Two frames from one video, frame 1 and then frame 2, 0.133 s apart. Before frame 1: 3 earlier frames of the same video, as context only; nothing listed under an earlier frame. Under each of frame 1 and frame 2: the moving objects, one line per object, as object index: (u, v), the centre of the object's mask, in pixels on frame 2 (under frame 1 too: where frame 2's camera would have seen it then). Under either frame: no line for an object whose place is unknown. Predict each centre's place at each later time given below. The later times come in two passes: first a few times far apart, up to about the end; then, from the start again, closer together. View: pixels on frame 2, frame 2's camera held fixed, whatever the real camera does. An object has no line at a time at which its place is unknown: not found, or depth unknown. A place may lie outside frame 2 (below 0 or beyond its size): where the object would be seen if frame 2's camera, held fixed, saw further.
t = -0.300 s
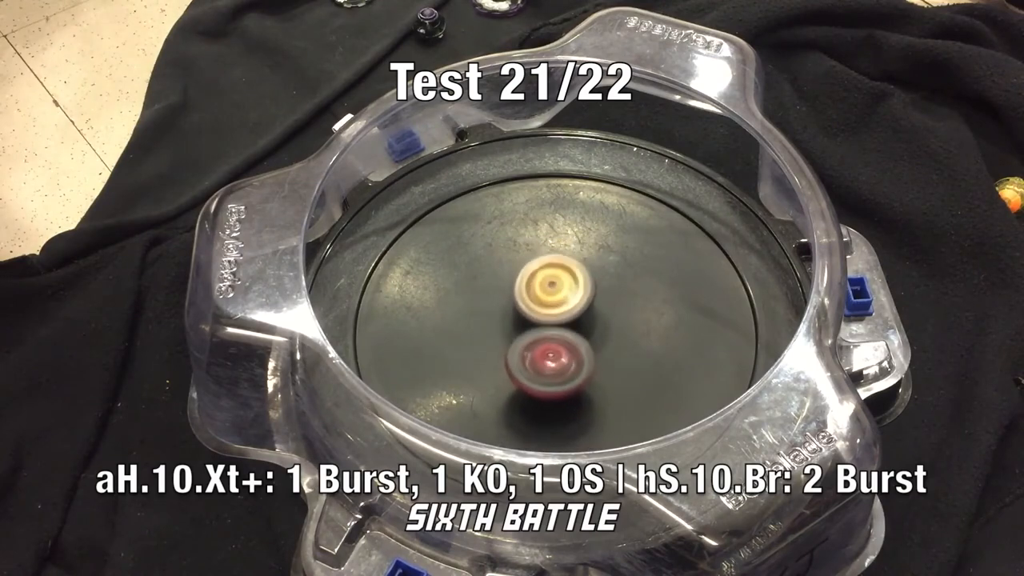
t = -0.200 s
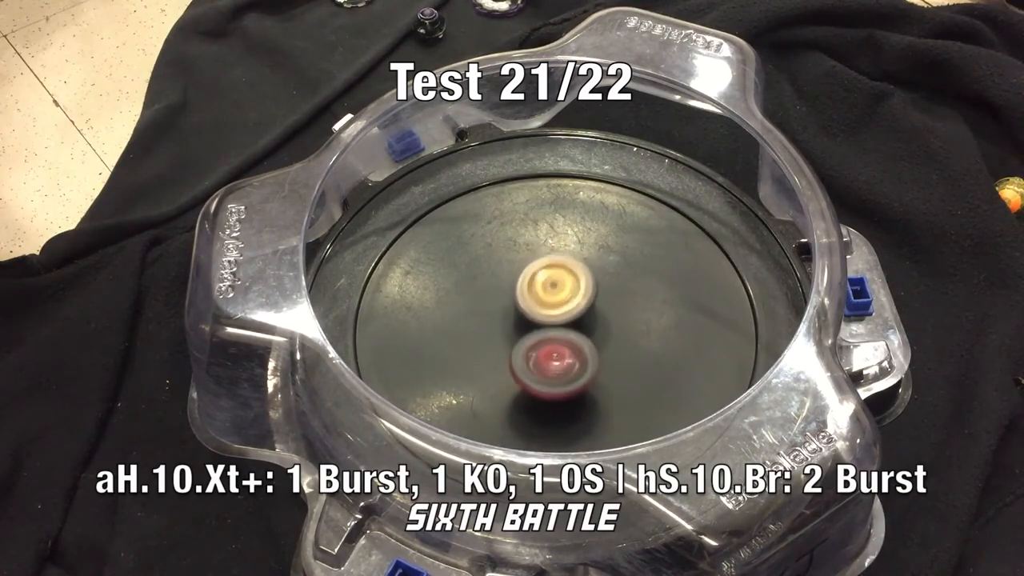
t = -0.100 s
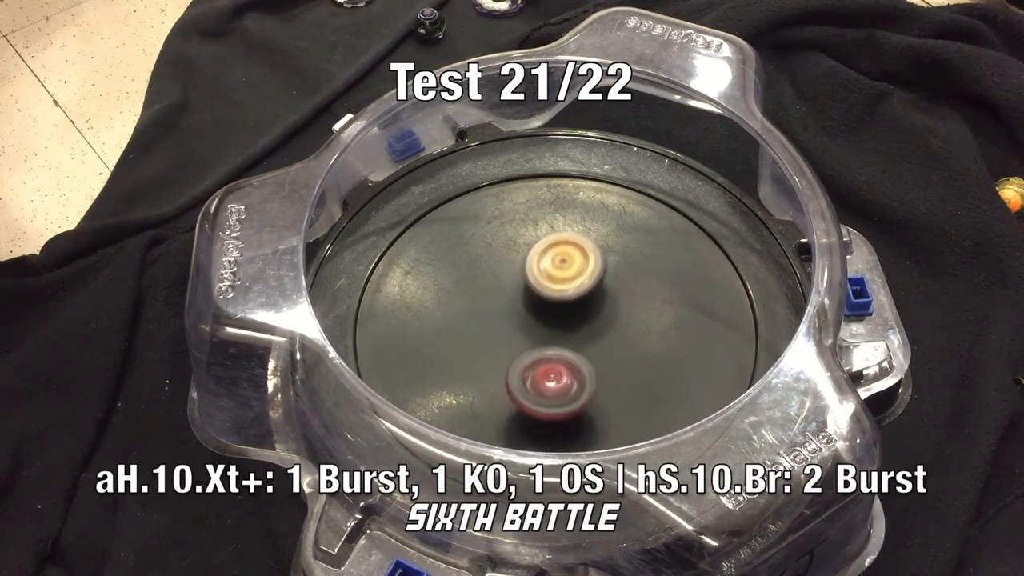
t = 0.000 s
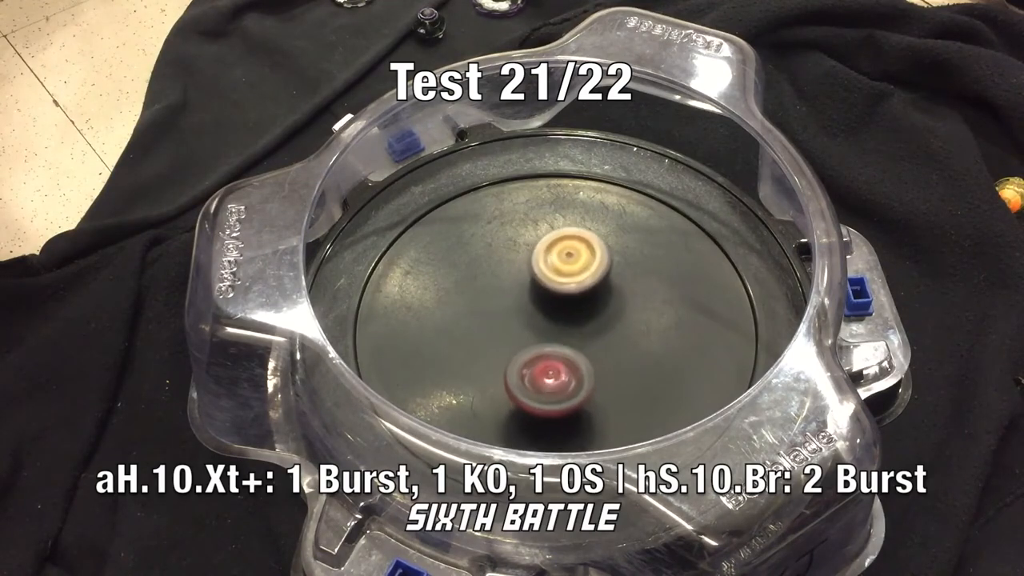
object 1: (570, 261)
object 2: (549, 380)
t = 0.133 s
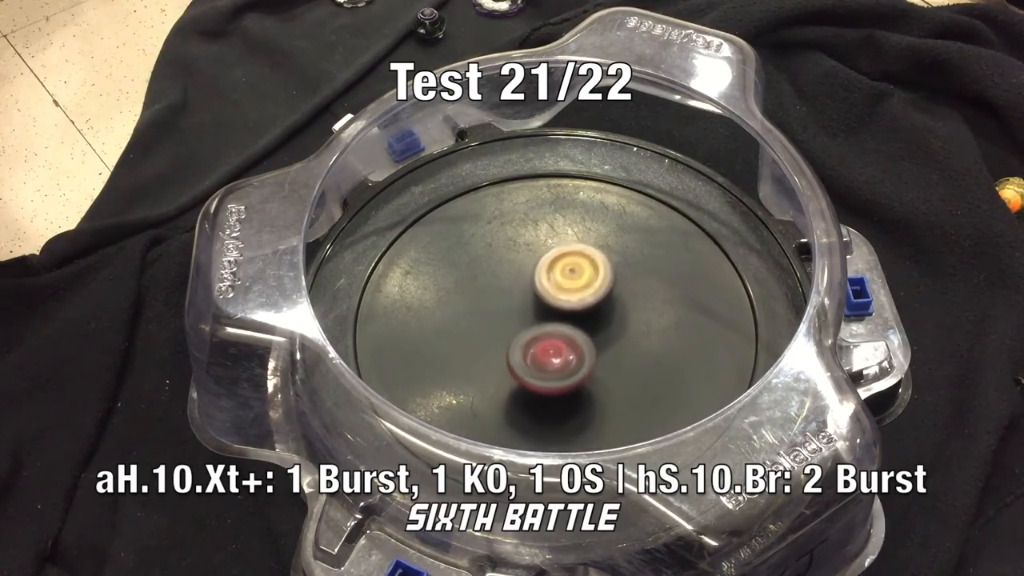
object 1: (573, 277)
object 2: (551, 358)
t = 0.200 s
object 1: (575, 279)
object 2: (550, 356)
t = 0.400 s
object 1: (573, 272)
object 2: (540, 360)
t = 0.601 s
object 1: (578, 271)
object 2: (531, 356)
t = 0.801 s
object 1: (599, 267)
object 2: (508, 365)
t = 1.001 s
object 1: (582, 296)
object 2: (513, 343)
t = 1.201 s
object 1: (592, 284)
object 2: (488, 348)
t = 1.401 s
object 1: (573, 288)
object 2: (488, 345)
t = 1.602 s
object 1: (571, 288)
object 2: (485, 343)
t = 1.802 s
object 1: (581, 284)
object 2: (499, 351)
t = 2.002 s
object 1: (595, 298)
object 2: (524, 355)
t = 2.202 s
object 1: (602, 294)
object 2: (530, 358)
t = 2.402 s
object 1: (587, 289)
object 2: (540, 355)
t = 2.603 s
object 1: (583, 277)
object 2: (531, 366)
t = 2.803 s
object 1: (570, 278)
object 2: (531, 367)
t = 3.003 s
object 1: (561, 285)
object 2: (536, 358)
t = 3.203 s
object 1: (561, 287)
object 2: (541, 359)
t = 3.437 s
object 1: (562, 264)
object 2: (542, 377)
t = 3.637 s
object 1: (557, 294)
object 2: (549, 369)
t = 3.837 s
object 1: (552, 288)
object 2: (549, 373)
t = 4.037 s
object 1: (547, 286)
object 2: (553, 367)
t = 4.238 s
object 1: (544, 279)
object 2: (557, 362)
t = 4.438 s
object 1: (544, 285)
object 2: (566, 354)
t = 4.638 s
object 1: (538, 289)
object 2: (573, 356)
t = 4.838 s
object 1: (517, 274)
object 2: (582, 374)
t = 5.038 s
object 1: (526, 304)
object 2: (579, 361)
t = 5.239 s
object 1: (520, 302)
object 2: (584, 356)
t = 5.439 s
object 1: (518, 296)
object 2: (588, 348)
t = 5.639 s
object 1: (516, 290)
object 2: (595, 341)
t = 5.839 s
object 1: (515, 294)
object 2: (600, 332)
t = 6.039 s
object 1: (514, 302)
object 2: (598, 328)
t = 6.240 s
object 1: (505, 308)
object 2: (607, 326)
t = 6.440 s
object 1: (505, 312)
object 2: (609, 329)
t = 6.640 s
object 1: (514, 315)
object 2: (602, 330)
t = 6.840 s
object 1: (511, 312)
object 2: (597, 334)
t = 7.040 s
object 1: (509, 304)
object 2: (592, 338)
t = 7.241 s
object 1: (511, 300)
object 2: (588, 338)
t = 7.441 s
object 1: (514, 299)
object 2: (590, 341)
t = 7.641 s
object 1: (517, 299)
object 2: (593, 346)
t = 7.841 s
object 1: (516, 298)
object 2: (598, 352)
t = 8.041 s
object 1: (511, 296)
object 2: (592, 353)
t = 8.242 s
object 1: (515, 300)
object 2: (585, 346)
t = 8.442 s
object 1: (513, 296)
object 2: (584, 345)
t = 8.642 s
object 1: (517, 295)
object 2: (581, 345)
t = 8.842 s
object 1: (517, 296)
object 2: (580, 345)
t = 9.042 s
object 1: (517, 297)
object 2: (580, 349)
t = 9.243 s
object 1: (515, 298)
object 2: (582, 352)
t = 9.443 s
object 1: (520, 300)
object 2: (583, 350)
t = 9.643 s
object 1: (513, 295)
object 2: (590, 351)
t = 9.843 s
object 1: (516, 300)
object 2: (588, 346)
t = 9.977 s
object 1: (514, 299)
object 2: (589, 343)
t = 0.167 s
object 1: (573, 282)
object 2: (552, 353)
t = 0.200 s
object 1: (575, 279)
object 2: (550, 356)
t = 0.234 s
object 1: (575, 279)
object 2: (550, 358)
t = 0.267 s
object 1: (575, 279)
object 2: (549, 358)
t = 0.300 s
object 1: (573, 281)
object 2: (548, 357)
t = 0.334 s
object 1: (571, 282)
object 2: (547, 355)
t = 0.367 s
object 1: (571, 280)
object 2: (545, 355)
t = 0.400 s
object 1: (573, 272)
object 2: (540, 360)
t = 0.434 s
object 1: (574, 266)
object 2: (536, 364)
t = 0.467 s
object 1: (575, 263)
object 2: (534, 365)
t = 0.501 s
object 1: (576, 262)
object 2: (532, 365)
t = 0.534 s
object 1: (577, 263)
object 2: (531, 363)
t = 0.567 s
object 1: (578, 266)
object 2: (530, 360)
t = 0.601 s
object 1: (578, 271)
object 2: (531, 356)
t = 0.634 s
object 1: (577, 277)
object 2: (531, 352)
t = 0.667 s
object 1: (577, 284)
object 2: (532, 347)
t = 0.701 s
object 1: (585, 278)
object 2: (526, 354)
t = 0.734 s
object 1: (591, 272)
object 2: (517, 362)
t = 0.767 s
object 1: (596, 268)
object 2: (511, 365)
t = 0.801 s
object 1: (599, 267)
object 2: (508, 365)
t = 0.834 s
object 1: (599, 268)
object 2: (506, 364)
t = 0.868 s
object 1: (598, 271)
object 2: (506, 361)
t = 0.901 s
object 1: (595, 276)
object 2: (506, 357)
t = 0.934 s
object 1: (592, 283)
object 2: (508, 353)
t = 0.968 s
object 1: (587, 289)
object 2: (510, 348)
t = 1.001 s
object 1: (582, 296)
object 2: (513, 343)
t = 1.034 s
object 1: (584, 294)
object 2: (506, 345)
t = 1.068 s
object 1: (590, 290)
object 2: (498, 348)
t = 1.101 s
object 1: (594, 287)
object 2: (492, 349)
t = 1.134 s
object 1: (595, 285)
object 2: (489, 350)
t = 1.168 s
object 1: (594, 284)
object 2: (488, 349)
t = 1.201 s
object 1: (592, 284)
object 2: (488, 348)
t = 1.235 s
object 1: (587, 286)
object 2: (489, 346)
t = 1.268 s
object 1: (581, 288)
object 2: (492, 344)
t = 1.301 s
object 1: (574, 291)
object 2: (496, 341)
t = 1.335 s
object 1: (567, 294)
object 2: (500, 338)
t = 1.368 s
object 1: (570, 291)
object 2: (494, 342)
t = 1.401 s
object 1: (573, 288)
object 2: (488, 345)
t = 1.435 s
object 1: (575, 286)
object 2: (484, 346)
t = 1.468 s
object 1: (576, 284)
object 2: (482, 345)
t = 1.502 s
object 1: (576, 284)
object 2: (481, 345)
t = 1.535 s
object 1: (575, 285)
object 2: (481, 344)
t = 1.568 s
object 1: (573, 286)
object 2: (483, 343)
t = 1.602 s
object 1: (571, 288)
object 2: (485, 343)
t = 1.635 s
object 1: (568, 290)
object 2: (490, 341)
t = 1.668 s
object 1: (566, 293)
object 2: (496, 340)
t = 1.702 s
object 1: (567, 291)
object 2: (498, 342)
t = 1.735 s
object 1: (573, 288)
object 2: (496, 346)
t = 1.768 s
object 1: (578, 285)
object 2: (497, 349)
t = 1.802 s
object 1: (581, 284)
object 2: (499, 351)
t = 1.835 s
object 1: (584, 285)
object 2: (503, 351)
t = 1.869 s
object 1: (586, 287)
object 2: (507, 351)
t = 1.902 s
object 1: (587, 291)
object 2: (513, 351)
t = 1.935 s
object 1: (588, 295)
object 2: (519, 351)
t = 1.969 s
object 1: (590, 299)
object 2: (524, 351)
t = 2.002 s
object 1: (595, 298)
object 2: (524, 355)
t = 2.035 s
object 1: (598, 297)
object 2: (525, 357)
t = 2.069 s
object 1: (600, 297)
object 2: (527, 358)
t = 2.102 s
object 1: (600, 299)
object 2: (530, 357)
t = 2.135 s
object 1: (598, 300)
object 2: (534, 356)
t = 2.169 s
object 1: (599, 299)
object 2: (534, 356)
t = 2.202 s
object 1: (602, 294)
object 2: (530, 358)
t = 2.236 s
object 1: (602, 290)
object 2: (528, 359)
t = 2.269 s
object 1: (601, 289)
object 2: (529, 359)
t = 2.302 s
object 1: (598, 288)
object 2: (531, 358)
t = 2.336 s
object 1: (595, 289)
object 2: (534, 356)
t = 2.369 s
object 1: (590, 291)
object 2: (538, 354)
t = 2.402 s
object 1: (587, 289)
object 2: (540, 355)
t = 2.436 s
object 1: (590, 282)
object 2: (535, 362)
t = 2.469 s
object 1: (591, 277)
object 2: (531, 367)
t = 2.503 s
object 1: (591, 274)
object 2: (530, 370)
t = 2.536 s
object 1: (590, 273)
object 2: (529, 370)
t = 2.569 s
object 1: (587, 274)
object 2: (530, 369)
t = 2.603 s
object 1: (583, 277)
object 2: (531, 366)
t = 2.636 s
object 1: (579, 281)
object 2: (533, 362)
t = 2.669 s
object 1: (574, 285)
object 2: (535, 358)
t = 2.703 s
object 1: (570, 288)
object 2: (537, 355)
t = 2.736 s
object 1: (570, 284)
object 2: (534, 360)
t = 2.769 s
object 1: (571, 280)
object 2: (532, 364)
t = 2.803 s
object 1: (570, 278)
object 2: (531, 367)
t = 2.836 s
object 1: (569, 277)
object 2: (530, 367)
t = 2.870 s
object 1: (568, 278)
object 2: (531, 366)
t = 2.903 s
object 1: (566, 280)
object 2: (533, 364)
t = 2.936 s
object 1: (564, 283)
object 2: (534, 361)
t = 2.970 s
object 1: (561, 287)
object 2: (537, 357)
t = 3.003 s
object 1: (561, 285)
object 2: (536, 358)
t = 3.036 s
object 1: (562, 282)
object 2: (536, 361)
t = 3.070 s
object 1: (563, 281)
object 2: (536, 363)
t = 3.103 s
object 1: (563, 281)
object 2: (537, 363)
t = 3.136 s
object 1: (563, 282)
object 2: (538, 362)
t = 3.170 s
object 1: (562, 284)
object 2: (540, 361)
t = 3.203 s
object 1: (561, 287)
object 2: (541, 359)
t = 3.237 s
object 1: (561, 285)
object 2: (543, 361)
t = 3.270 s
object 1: (562, 276)
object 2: (544, 370)
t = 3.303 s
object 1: (562, 269)
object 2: (544, 376)
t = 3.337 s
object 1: (562, 264)
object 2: (543, 379)
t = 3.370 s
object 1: (562, 262)
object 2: (543, 379)
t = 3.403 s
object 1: (562, 262)
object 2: (542, 379)
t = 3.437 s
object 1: (562, 264)
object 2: (542, 377)
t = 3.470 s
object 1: (561, 268)
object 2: (542, 376)
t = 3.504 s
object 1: (560, 273)
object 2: (543, 374)
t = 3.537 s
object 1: (560, 279)
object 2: (543, 372)
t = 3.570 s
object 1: (559, 286)
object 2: (545, 369)
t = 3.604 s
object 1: (558, 293)
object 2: (546, 367)
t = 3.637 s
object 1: (557, 294)
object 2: (549, 369)
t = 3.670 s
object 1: (556, 289)
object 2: (550, 375)
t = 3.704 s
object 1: (556, 286)
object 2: (550, 376)
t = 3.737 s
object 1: (555, 285)
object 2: (550, 376)
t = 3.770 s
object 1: (554, 285)
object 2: (549, 375)
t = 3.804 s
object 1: (553, 286)
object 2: (549, 374)
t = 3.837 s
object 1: (552, 288)
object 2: (549, 373)
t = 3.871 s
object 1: (551, 291)
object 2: (550, 370)
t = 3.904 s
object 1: (550, 294)
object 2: (550, 367)
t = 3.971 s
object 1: (548, 290)
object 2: (553, 369)
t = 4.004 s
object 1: (547, 287)
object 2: (553, 369)
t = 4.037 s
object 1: (547, 286)
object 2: (553, 367)
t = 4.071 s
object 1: (546, 285)
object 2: (553, 365)
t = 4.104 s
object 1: (546, 286)
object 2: (553, 362)
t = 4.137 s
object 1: (546, 288)
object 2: (553, 359)
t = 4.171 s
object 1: (545, 284)
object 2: (554, 361)
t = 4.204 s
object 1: (545, 281)
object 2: (556, 362)
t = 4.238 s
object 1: (544, 279)
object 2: (557, 362)
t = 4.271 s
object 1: (544, 279)
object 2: (558, 360)
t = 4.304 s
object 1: (545, 280)
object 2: (559, 358)
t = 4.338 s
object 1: (545, 283)
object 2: (560, 355)
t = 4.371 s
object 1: (544, 284)
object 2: (562, 354)
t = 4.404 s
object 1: (544, 284)
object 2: (564, 355)
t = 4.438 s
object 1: (544, 285)
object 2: (566, 354)
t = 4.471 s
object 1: (544, 286)
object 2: (568, 354)
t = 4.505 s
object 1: (542, 284)
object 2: (571, 356)
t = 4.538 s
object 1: (541, 285)
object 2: (573, 358)
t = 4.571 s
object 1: (540, 286)
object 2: (573, 357)
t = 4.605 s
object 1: (540, 288)
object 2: (573, 356)
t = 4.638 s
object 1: (538, 289)
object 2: (573, 356)
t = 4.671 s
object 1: (532, 282)
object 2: (577, 364)
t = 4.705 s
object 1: (526, 276)
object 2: (581, 369)
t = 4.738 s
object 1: (523, 273)
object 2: (583, 372)
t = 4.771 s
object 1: (520, 271)
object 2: (583, 374)
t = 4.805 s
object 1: (518, 271)
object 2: (583, 374)
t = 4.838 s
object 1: (517, 274)
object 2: (582, 374)
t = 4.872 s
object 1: (518, 278)
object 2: (581, 373)
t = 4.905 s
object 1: (519, 282)
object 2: (581, 371)
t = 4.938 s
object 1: (520, 288)
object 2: (579, 369)
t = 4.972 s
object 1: (523, 294)
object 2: (578, 366)
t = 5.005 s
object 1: (525, 301)
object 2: (577, 362)
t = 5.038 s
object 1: (526, 304)
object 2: (579, 361)
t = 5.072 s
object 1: (525, 305)
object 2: (581, 360)
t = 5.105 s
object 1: (523, 305)
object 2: (584, 361)
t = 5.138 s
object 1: (521, 303)
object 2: (586, 361)
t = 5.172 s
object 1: (520, 302)
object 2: (586, 360)
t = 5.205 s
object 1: (519, 302)
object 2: (585, 359)
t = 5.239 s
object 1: (520, 302)
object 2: (584, 356)
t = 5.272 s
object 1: (521, 303)
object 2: (583, 354)
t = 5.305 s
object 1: (519, 301)
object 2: (586, 354)
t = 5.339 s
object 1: (517, 298)
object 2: (587, 354)
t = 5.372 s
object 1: (516, 297)
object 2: (588, 353)
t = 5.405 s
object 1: (517, 296)
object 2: (588, 351)
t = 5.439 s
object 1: (518, 296)
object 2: (588, 348)
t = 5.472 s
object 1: (520, 297)
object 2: (587, 345)
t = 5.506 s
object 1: (519, 295)
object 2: (590, 345)
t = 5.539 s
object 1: (516, 292)
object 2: (594, 345)
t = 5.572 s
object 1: (515, 290)
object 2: (595, 345)
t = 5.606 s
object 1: (515, 290)
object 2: (595, 343)
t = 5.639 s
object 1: (516, 290)
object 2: (595, 341)
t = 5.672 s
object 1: (518, 291)
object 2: (594, 339)
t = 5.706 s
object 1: (520, 293)
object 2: (593, 336)
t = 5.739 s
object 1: (520, 294)
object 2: (593, 335)
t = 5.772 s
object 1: (520, 294)
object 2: (595, 333)
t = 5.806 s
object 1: (519, 294)
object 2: (597, 332)
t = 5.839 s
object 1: (515, 294)
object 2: (600, 332)
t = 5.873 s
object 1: (513, 294)
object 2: (600, 332)
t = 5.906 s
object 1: (513, 295)
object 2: (600, 331)
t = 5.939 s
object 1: (514, 296)
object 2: (599, 331)
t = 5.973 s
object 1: (515, 299)
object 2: (597, 330)
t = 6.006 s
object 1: (515, 300)
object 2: (597, 329)
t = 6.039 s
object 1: (514, 302)
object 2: (598, 328)
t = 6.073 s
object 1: (512, 302)
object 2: (600, 328)
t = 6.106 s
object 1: (510, 304)
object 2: (601, 328)
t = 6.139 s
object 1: (511, 305)
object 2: (601, 327)
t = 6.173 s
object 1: (512, 307)
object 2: (600, 327)
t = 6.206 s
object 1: (512, 309)
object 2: (600, 326)
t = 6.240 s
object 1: (505, 308)
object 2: (607, 326)
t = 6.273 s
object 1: (500, 308)
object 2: (611, 327)
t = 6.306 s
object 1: (498, 308)
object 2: (613, 327)
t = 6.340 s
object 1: (497, 309)
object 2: (613, 327)
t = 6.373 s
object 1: (498, 310)
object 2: (613, 327)
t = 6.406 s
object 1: (501, 311)
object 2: (612, 328)
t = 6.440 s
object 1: (505, 312)
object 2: (609, 329)
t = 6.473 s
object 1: (509, 314)
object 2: (607, 328)
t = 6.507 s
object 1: (515, 315)
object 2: (603, 328)
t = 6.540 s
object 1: (515, 315)
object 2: (604, 329)
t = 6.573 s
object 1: (514, 315)
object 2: (605, 329)
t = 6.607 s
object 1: (513, 315)
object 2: (604, 330)
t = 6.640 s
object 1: (514, 315)
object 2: (602, 330)
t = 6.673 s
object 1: (510, 313)
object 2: (605, 332)
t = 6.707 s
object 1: (507, 313)
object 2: (606, 333)
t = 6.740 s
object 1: (506, 312)
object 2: (605, 333)
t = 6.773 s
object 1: (506, 311)
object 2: (604, 334)
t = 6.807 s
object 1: (508, 311)
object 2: (601, 334)
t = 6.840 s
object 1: (511, 312)
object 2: (597, 334)
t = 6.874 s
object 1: (511, 310)
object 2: (597, 334)
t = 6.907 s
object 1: (507, 307)
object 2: (600, 336)
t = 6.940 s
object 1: (505, 305)
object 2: (600, 337)
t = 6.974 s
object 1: (505, 304)
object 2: (599, 338)
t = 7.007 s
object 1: (506, 304)
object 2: (597, 338)
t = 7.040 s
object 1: (509, 304)
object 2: (592, 338)
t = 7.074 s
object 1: (511, 304)
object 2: (591, 337)
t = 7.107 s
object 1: (509, 302)
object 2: (592, 338)
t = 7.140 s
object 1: (508, 301)
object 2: (591, 339)
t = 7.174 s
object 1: (509, 300)
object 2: (590, 339)
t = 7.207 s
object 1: (511, 301)
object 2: (588, 338)
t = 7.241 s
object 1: (511, 300)
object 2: (588, 338)
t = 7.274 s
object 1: (508, 298)
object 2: (592, 340)
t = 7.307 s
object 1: (506, 296)
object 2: (594, 342)
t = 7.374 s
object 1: (508, 297)
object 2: (594, 342)
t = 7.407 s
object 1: (511, 297)
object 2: (592, 342)
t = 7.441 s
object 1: (514, 299)
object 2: (590, 341)
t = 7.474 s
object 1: (516, 300)
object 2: (589, 341)
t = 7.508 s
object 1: (514, 299)
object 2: (593, 343)
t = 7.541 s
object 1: (513, 297)
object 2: (594, 345)
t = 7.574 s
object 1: (513, 297)
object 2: (594, 345)
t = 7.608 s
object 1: (514, 298)
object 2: (594, 346)
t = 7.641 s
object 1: (517, 299)
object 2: (593, 346)
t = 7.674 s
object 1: (520, 301)
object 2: (591, 346)
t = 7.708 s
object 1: (521, 302)
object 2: (592, 346)
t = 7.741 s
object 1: (518, 300)
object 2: (597, 349)
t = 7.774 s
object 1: (517, 299)
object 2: (599, 351)
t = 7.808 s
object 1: (516, 298)
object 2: (599, 352)
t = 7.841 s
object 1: (516, 298)
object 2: (598, 352)
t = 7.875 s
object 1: (518, 299)
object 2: (595, 352)
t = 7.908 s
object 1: (520, 301)
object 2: (591, 351)
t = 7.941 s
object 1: (522, 302)
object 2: (587, 350)
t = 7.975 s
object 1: (519, 301)
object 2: (589, 350)
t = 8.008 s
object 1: (514, 298)
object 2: (591, 352)
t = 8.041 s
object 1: (511, 296)
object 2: (592, 353)
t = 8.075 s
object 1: (509, 295)
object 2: (592, 352)
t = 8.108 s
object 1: (509, 295)
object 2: (590, 352)
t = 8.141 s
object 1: (510, 296)
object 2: (589, 351)
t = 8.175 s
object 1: (512, 298)
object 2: (587, 349)
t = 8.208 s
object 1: (515, 300)
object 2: (584, 347)
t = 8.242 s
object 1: (515, 300)
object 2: (585, 346)
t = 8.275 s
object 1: (515, 300)
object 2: (585, 345)
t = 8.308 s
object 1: (512, 297)
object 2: (587, 346)
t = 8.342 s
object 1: (510, 295)
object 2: (588, 346)
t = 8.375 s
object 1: (510, 294)
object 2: (586, 346)
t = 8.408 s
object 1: (511, 295)
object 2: (585, 345)
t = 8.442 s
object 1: (513, 296)
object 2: (584, 345)
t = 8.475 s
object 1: (515, 297)
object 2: (582, 343)
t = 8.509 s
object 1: (514, 296)
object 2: (584, 345)
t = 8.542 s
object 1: (513, 294)
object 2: (585, 345)
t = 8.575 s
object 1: (514, 293)
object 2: (585, 346)
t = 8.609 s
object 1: (515, 294)
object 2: (583, 345)
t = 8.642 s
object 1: (517, 295)
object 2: (581, 345)
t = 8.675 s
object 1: (516, 294)
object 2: (582, 345)
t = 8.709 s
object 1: (514, 293)
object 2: (584, 346)
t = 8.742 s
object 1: (514, 293)
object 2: (584, 346)
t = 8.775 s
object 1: (515, 294)
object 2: (583, 346)
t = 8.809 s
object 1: (516, 295)
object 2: (581, 346)
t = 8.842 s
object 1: (517, 296)
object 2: (580, 345)
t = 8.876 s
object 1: (514, 294)
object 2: (583, 348)
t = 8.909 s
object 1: (514, 293)
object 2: (584, 349)
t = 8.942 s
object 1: (515, 293)
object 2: (584, 349)
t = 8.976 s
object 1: (516, 294)
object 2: (582, 349)
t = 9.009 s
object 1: (517, 296)
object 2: (580, 349)
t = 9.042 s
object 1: (517, 297)
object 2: (580, 349)
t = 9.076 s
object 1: (514, 294)
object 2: (584, 352)
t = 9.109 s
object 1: (512, 293)
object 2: (586, 353)
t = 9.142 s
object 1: (512, 293)
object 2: (586, 353)
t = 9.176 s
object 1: (512, 294)
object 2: (585, 354)
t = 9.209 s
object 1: (513, 296)
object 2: (584, 353)
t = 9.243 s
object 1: (515, 298)
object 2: (582, 352)
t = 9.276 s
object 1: (518, 300)
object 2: (581, 350)
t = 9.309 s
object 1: (517, 299)
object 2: (584, 351)
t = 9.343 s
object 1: (517, 298)
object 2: (585, 351)
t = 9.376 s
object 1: (518, 298)
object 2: (585, 351)
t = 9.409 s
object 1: (519, 299)
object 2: (584, 350)
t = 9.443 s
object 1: (520, 300)
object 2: (583, 350)
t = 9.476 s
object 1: (520, 300)
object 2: (583, 350)
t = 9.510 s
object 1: (518, 299)
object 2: (585, 350)
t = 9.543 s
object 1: (515, 296)
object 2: (589, 351)
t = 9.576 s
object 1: (513, 294)
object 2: (590, 351)
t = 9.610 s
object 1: (513, 294)
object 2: (590, 351)
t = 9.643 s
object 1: (513, 295)
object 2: (590, 351)
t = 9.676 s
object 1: (514, 296)
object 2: (589, 350)
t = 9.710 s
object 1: (516, 298)
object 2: (588, 348)
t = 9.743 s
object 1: (518, 300)
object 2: (586, 347)
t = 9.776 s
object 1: (517, 300)
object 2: (588, 346)
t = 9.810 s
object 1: (516, 300)
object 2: (589, 346)
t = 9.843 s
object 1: (516, 300)
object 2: (588, 346)
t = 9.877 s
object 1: (516, 301)
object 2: (586, 345)
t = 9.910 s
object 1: (516, 301)
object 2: (587, 344)
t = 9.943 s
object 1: (516, 300)
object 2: (587, 343)
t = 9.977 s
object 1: (514, 299)
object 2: (589, 343)
